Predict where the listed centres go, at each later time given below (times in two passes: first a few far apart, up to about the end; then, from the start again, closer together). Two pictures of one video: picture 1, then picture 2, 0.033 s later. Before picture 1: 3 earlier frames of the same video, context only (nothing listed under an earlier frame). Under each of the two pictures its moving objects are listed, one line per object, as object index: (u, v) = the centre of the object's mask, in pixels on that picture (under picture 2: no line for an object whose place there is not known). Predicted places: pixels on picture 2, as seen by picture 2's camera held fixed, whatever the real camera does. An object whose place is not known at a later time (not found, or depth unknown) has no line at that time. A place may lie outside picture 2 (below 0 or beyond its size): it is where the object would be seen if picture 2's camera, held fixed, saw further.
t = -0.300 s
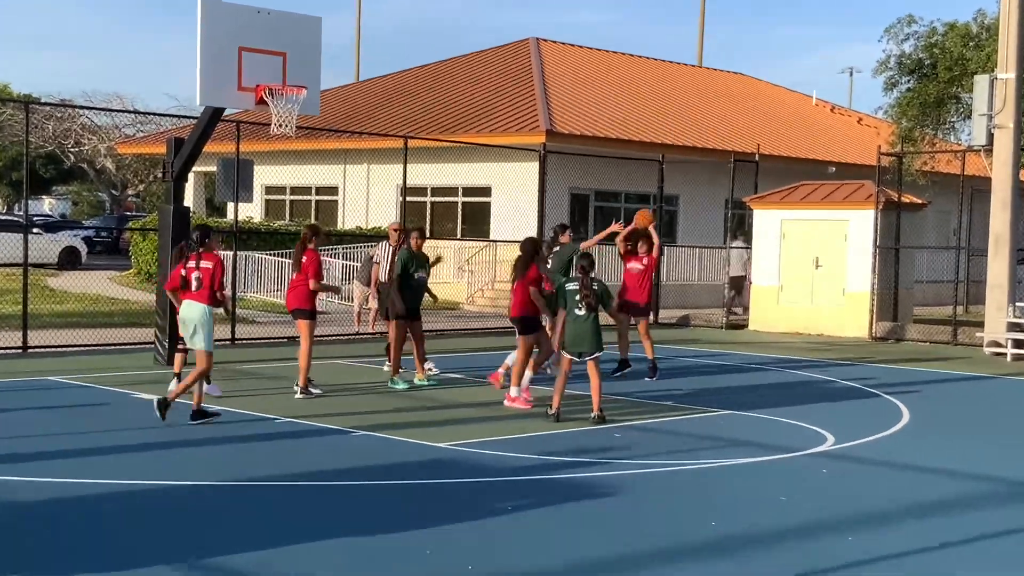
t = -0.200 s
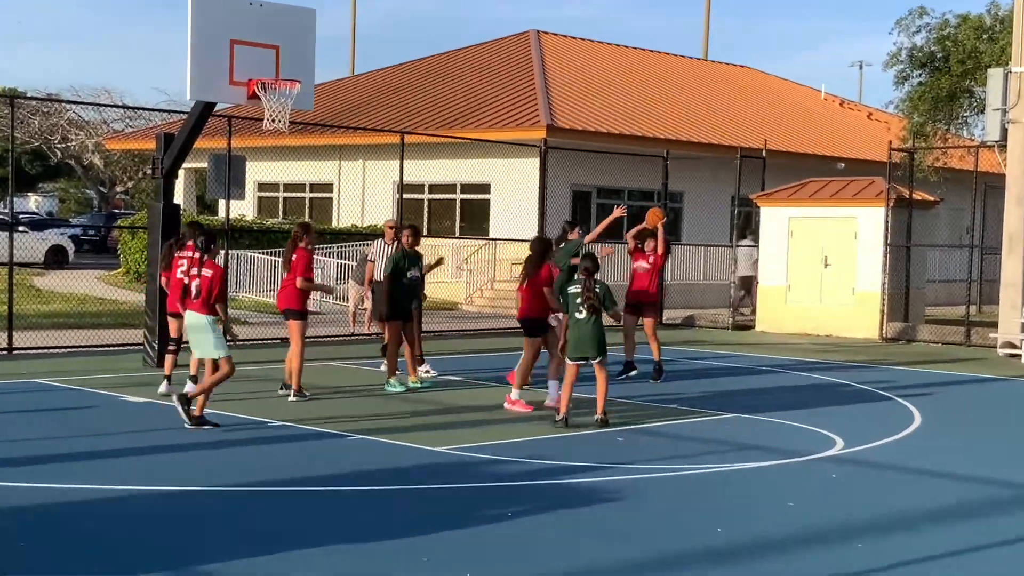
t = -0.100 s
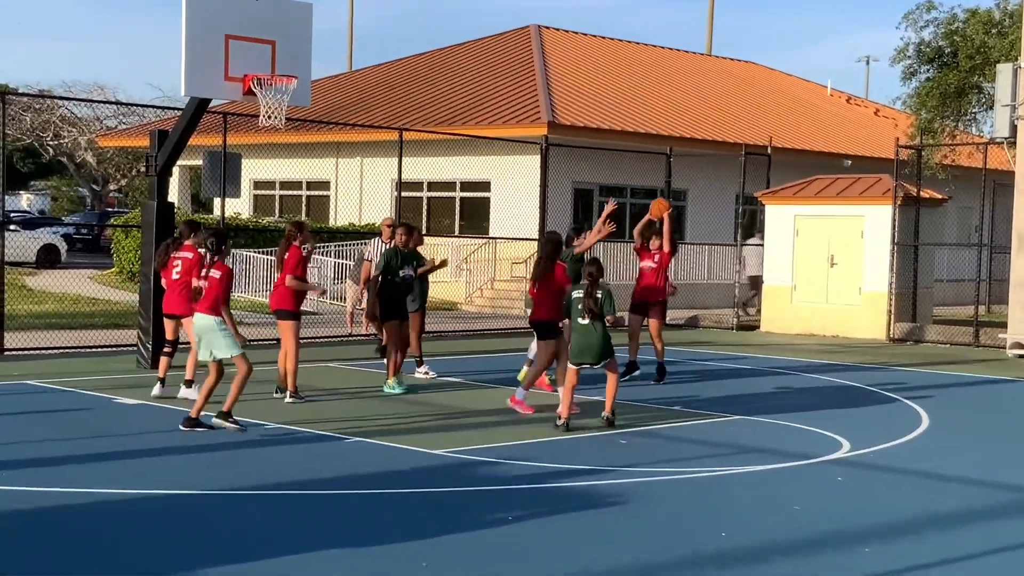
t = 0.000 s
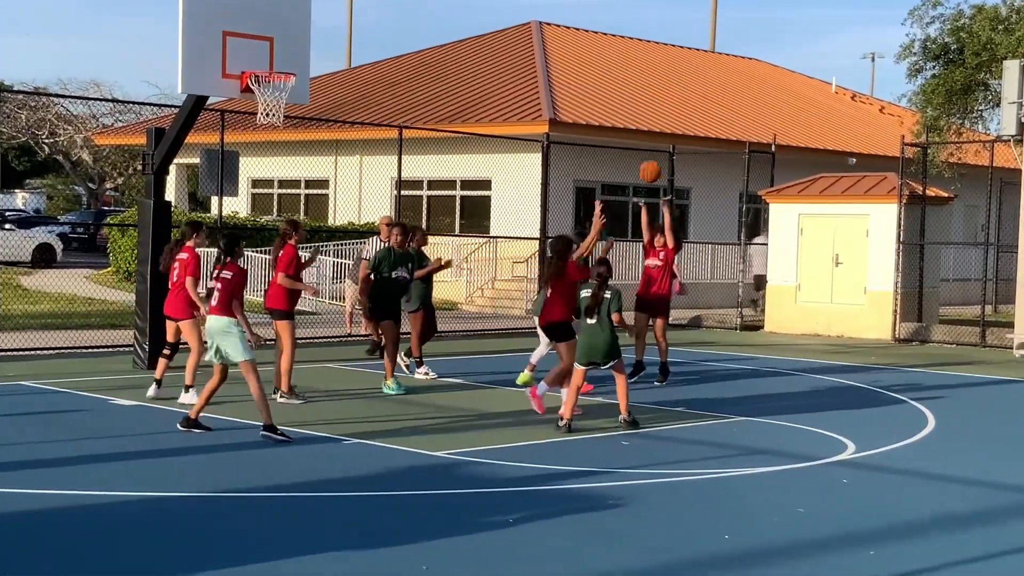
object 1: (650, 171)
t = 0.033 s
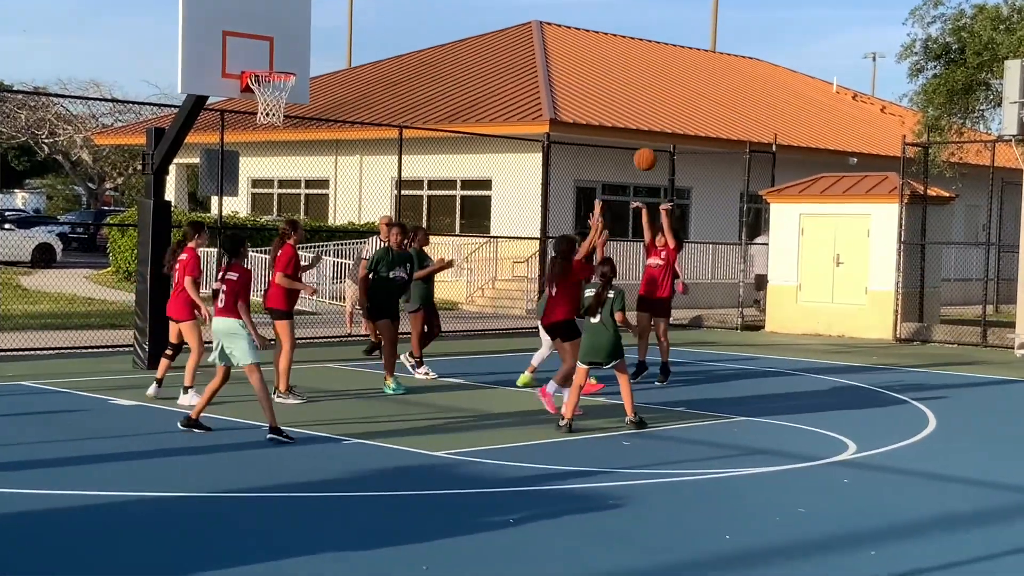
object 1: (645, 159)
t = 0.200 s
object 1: (612, 113)
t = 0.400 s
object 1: (565, 89)
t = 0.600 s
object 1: (510, 108)
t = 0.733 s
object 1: (468, 150)
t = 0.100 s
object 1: (632, 138)
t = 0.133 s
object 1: (626, 128)
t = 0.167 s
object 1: (619, 120)
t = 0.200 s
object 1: (612, 113)
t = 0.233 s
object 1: (605, 106)
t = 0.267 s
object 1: (598, 101)
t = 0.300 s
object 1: (589, 96)
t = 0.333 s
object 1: (582, 93)
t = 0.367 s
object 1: (574, 90)
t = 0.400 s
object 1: (565, 89)
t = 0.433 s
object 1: (557, 89)
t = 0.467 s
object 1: (549, 90)
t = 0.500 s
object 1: (539, 92)
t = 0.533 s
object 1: (530, 96)
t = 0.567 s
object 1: (520, 101)
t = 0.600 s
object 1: (510, 108)
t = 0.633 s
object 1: (501, 116)
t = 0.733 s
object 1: (468, 150)
